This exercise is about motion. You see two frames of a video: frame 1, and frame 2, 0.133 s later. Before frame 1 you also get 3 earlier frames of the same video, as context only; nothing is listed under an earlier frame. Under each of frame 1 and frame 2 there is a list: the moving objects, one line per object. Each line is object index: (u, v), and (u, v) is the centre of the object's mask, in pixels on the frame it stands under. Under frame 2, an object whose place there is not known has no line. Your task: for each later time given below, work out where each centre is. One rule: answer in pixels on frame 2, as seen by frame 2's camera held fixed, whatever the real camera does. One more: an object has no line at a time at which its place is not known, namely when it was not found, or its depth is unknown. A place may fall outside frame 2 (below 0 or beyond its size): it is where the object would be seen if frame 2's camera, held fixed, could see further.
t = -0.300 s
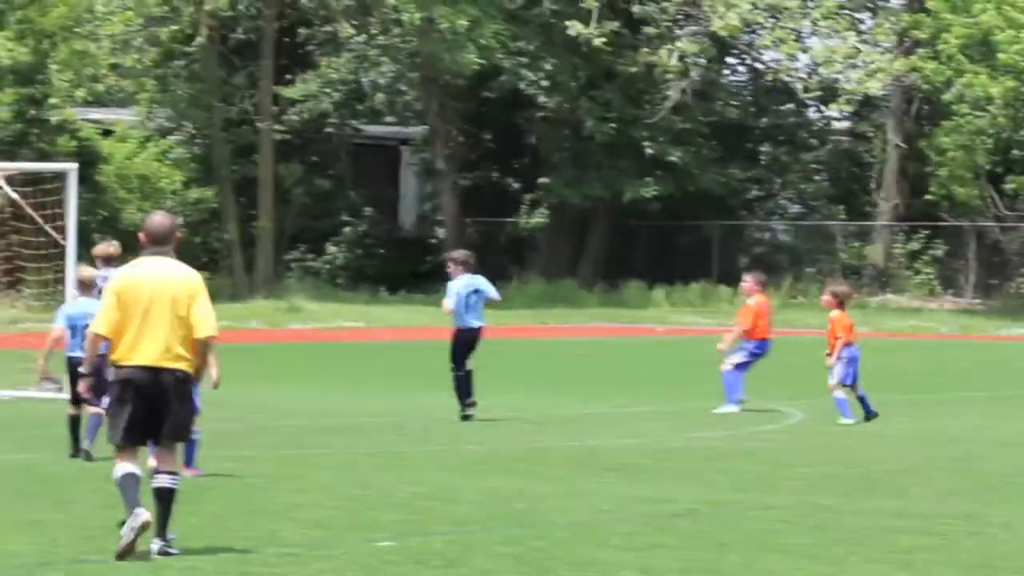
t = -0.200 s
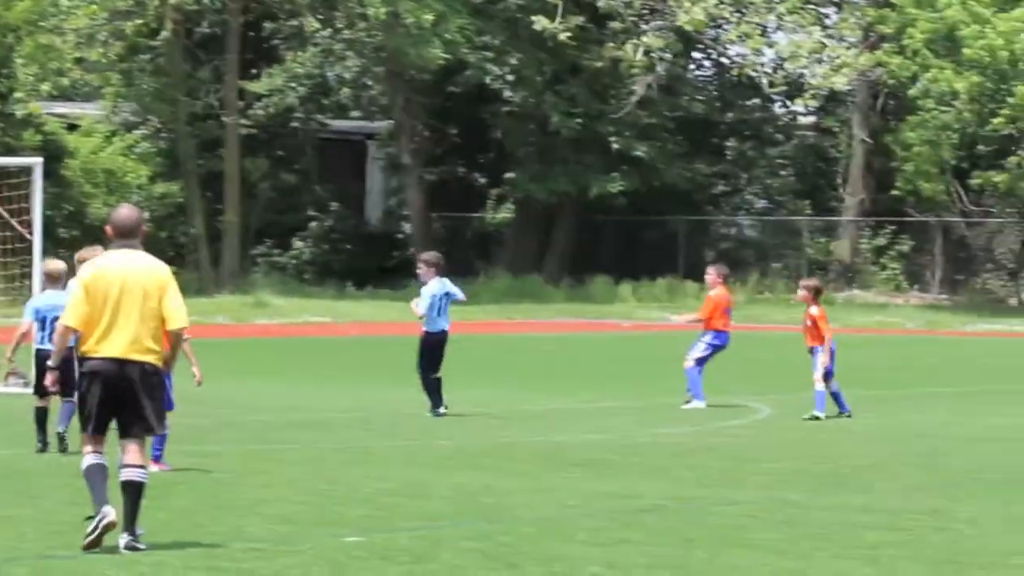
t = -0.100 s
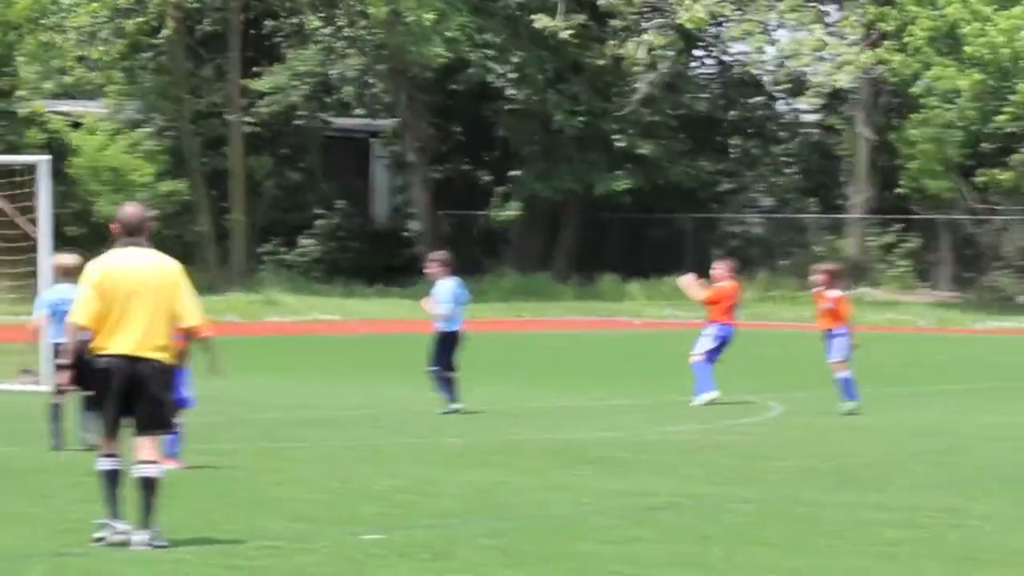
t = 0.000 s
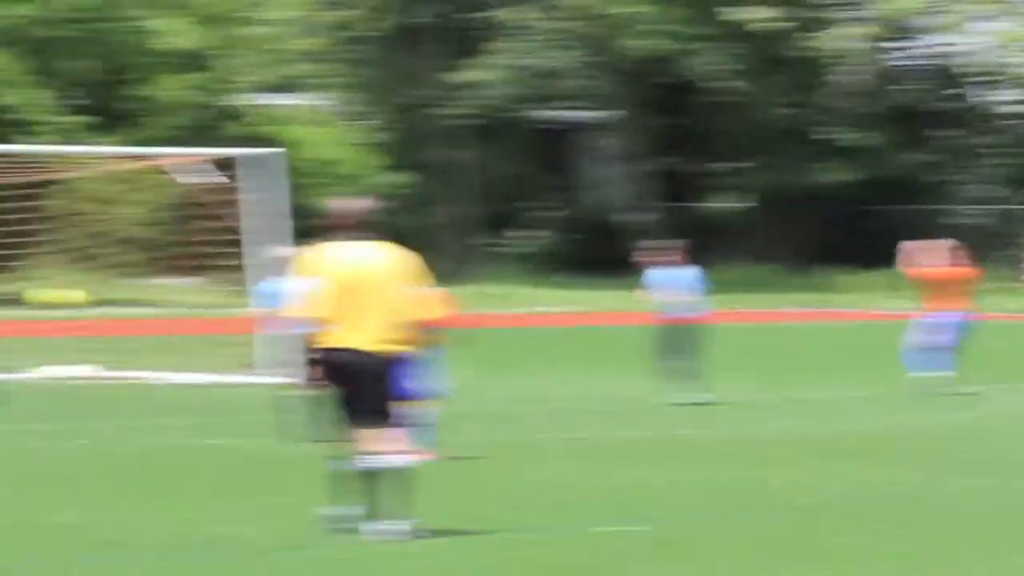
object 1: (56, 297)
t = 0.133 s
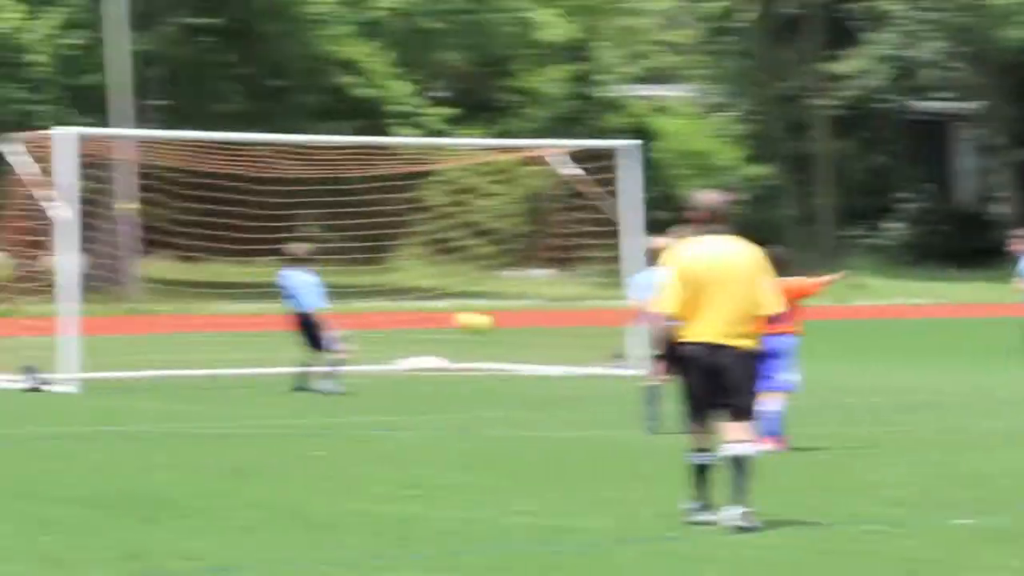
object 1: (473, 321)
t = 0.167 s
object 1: (489, 334)
